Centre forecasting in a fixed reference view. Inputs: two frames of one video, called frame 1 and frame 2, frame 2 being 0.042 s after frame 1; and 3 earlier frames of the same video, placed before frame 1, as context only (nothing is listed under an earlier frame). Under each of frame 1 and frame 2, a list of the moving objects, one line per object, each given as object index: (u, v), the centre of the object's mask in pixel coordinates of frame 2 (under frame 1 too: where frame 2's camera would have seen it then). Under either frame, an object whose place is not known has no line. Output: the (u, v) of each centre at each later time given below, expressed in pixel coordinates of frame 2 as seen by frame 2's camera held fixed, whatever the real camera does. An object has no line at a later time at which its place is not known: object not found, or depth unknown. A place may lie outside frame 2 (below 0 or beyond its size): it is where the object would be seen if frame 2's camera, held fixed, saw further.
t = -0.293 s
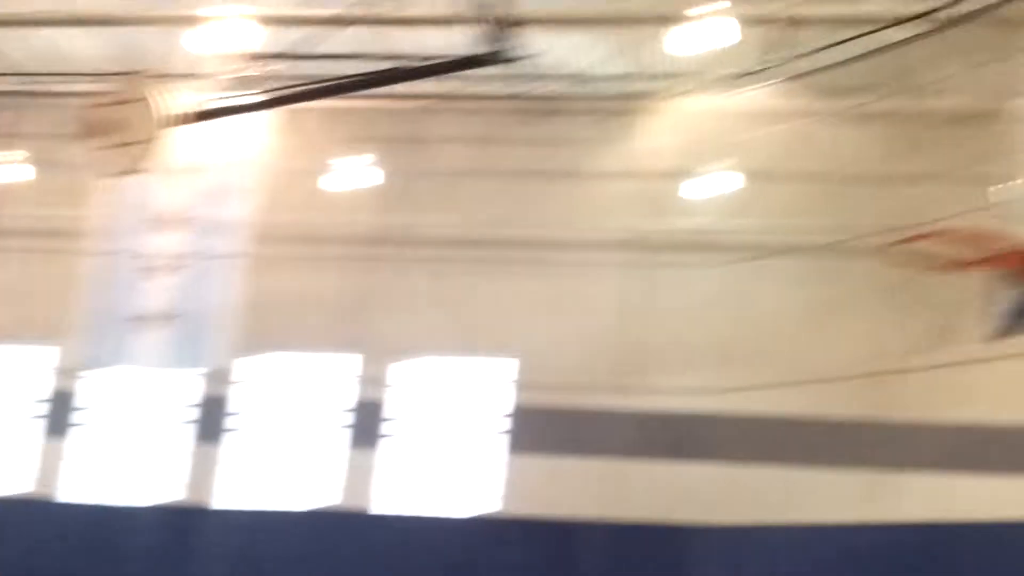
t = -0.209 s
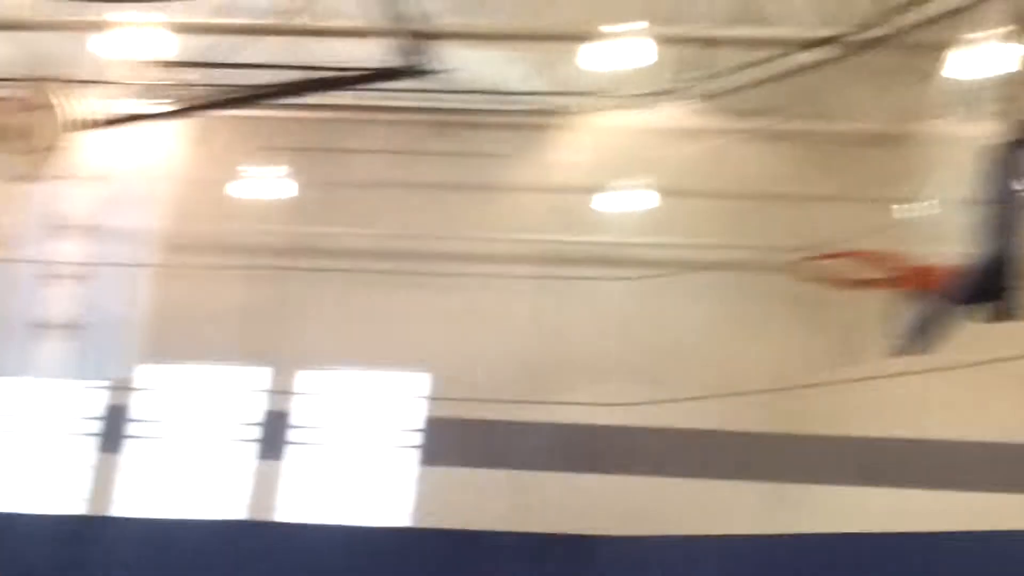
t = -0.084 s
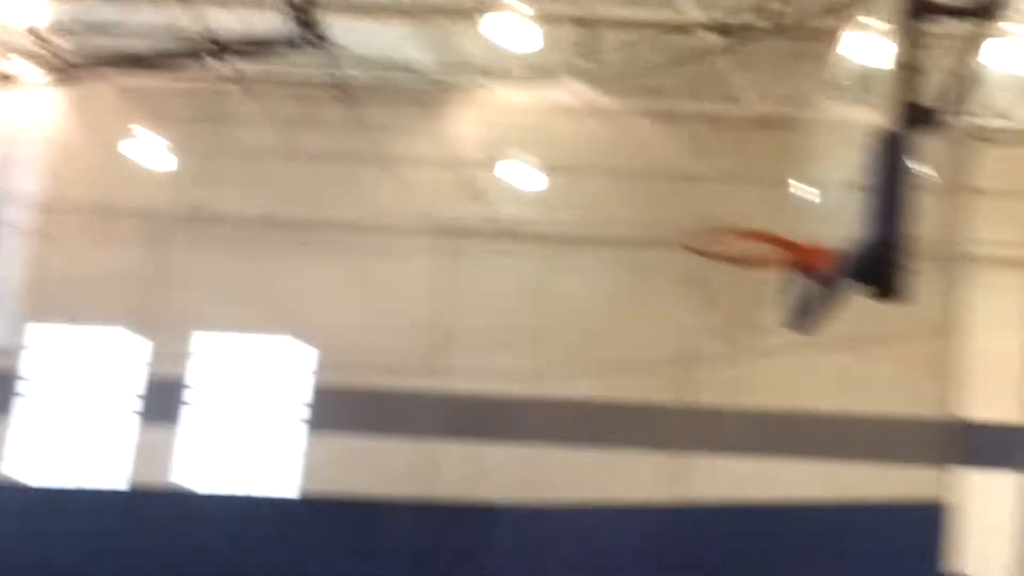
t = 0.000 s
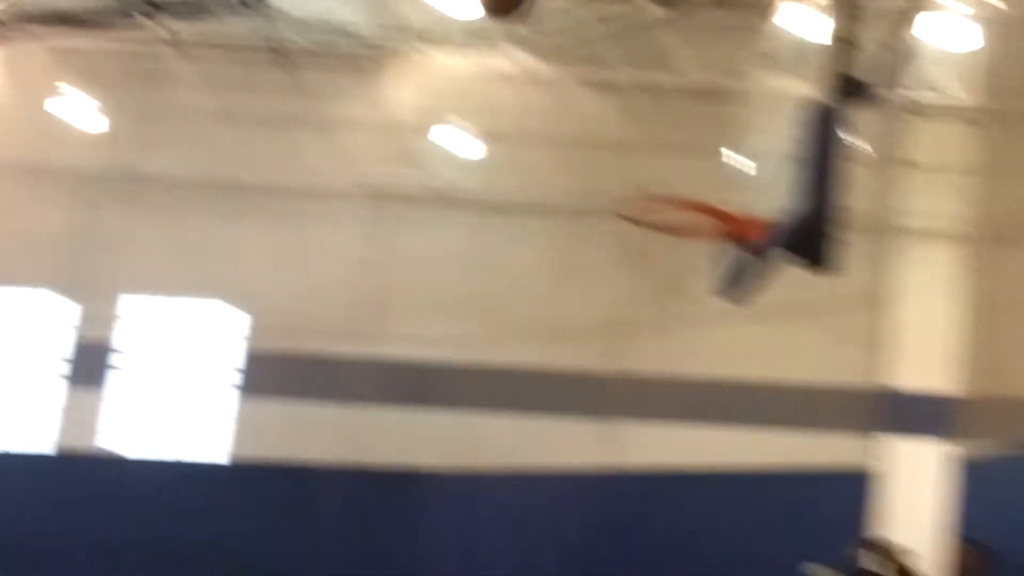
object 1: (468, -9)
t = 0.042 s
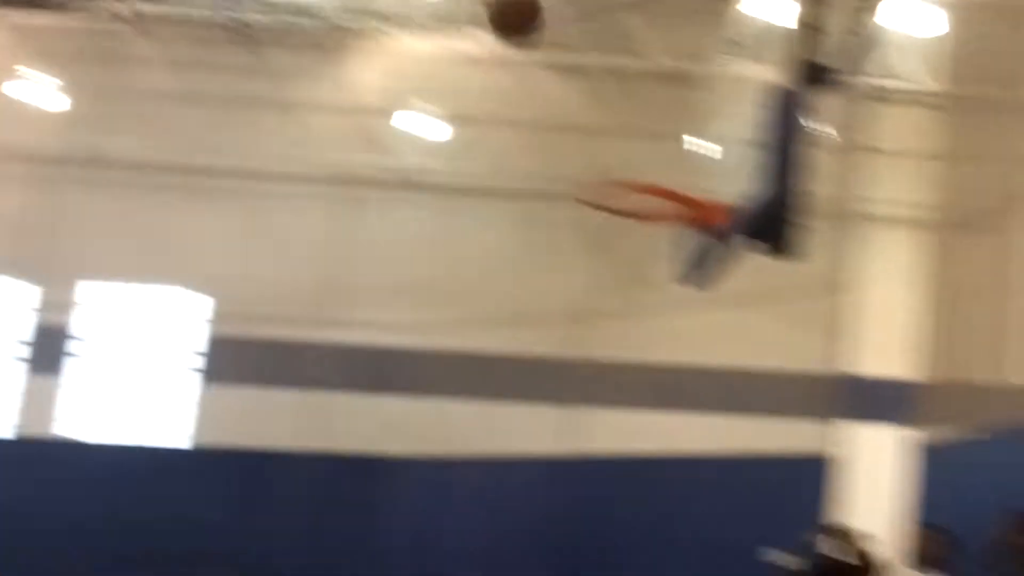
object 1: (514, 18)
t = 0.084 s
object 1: (559, 55)
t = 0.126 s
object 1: (603, 106)
